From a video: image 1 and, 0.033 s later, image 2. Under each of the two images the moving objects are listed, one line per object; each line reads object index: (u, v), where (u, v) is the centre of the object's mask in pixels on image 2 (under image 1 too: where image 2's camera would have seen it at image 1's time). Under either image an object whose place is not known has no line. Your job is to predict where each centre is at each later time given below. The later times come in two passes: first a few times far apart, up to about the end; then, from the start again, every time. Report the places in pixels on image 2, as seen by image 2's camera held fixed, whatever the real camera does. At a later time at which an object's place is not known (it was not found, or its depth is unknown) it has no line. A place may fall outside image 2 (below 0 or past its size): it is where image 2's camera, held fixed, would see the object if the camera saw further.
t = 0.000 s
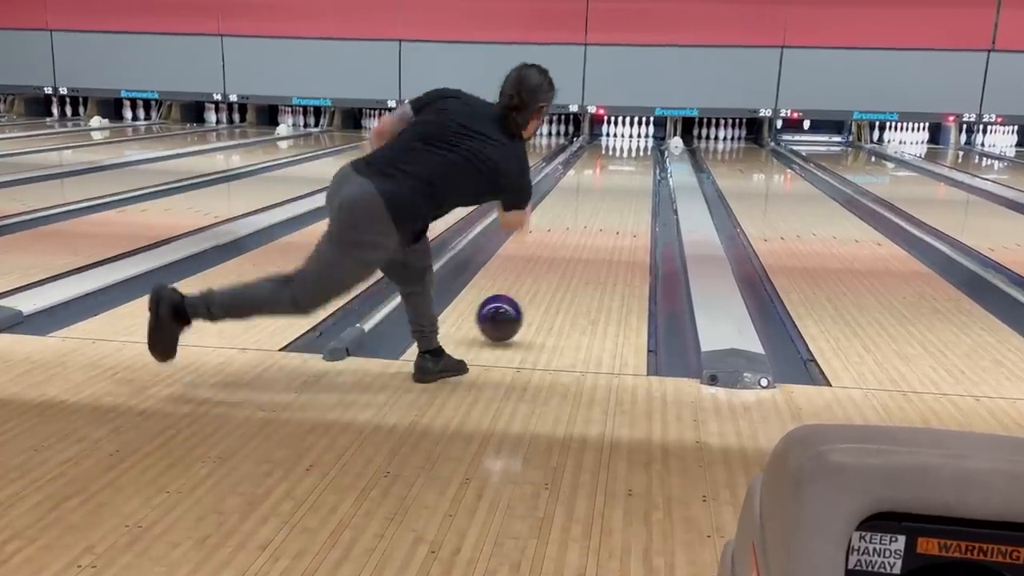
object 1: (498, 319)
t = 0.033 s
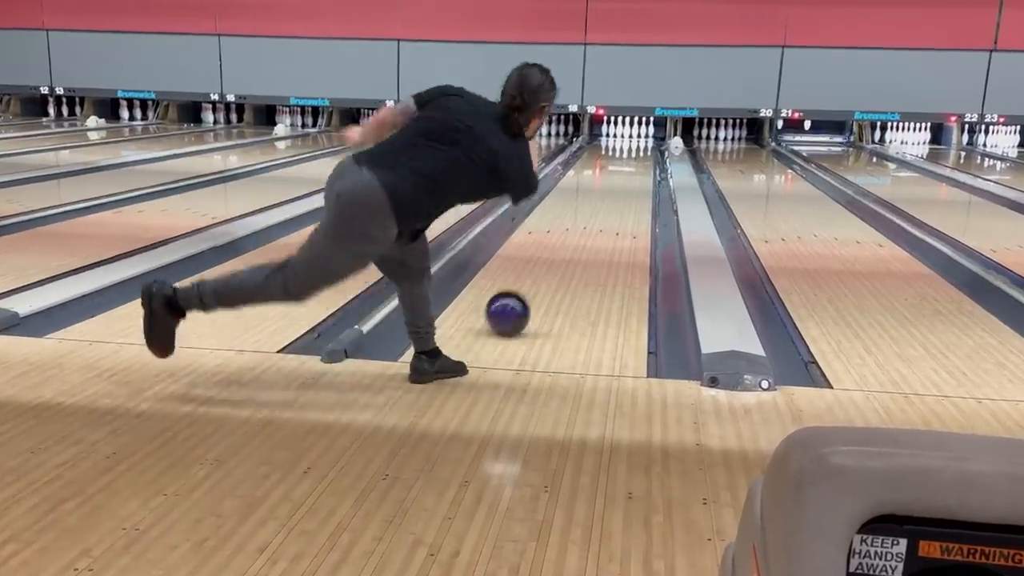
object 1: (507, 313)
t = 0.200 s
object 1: (543, 272)
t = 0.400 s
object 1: (573, 235)
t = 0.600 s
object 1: (593, 209)
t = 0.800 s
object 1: (608, 190)
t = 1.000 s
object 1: (619, 175)
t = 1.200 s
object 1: (627, 164)
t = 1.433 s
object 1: (634, 153)
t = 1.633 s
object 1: (638, 146)
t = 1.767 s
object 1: (640, 141)
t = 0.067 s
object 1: (515, 302)
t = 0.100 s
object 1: (524, 291)
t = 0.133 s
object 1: (531, 285)
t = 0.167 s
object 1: (537, 279)
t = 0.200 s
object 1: (543, 272)
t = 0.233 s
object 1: (549, 265)
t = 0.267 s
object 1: (554, 258)
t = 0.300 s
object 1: (560, 252)
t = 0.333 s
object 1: (564, 246)
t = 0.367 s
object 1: (569, 240)
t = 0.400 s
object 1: (573, 235)
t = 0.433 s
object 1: (577, 230)
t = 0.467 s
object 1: (581, 224)
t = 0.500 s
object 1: (583, 222)
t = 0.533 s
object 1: (579, 222)
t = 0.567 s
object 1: (593, 207)
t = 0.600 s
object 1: (593, 209)
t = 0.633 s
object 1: (596, 205)
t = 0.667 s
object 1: (599, 202)
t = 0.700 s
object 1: (601, 199)
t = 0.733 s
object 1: (604, 196)
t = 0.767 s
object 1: (606, 193)
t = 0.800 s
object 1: (608, 190)
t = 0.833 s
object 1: (610, 187)
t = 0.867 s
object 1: (612, 185)
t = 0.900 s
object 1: (614, 183)
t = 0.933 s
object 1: (616, 180)
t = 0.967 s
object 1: (617, 178)
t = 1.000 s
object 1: (619, 175)
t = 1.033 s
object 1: (621, 173)
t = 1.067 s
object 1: (622, 172)
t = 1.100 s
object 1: (623, 170)
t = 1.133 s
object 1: (625, 167)
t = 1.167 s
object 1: (626, 166)
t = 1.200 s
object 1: (627, 164)
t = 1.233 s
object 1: (628, 162)
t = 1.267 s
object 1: (629, 161)
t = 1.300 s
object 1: (630, 159)
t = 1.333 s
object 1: (631, 157)
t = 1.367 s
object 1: (632, 156)
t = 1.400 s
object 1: (633, 154)
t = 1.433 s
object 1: (634, 153)
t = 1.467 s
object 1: (635, 151)
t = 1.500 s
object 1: (636, 150)
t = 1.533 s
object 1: (637, 149)
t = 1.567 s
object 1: (637, 148)
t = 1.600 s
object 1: (638, 146)
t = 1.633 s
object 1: (638, 146)
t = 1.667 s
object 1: (639, 144)
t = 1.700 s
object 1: (639, 143)
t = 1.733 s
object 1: (640, 142)
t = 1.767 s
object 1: (640, 141)
